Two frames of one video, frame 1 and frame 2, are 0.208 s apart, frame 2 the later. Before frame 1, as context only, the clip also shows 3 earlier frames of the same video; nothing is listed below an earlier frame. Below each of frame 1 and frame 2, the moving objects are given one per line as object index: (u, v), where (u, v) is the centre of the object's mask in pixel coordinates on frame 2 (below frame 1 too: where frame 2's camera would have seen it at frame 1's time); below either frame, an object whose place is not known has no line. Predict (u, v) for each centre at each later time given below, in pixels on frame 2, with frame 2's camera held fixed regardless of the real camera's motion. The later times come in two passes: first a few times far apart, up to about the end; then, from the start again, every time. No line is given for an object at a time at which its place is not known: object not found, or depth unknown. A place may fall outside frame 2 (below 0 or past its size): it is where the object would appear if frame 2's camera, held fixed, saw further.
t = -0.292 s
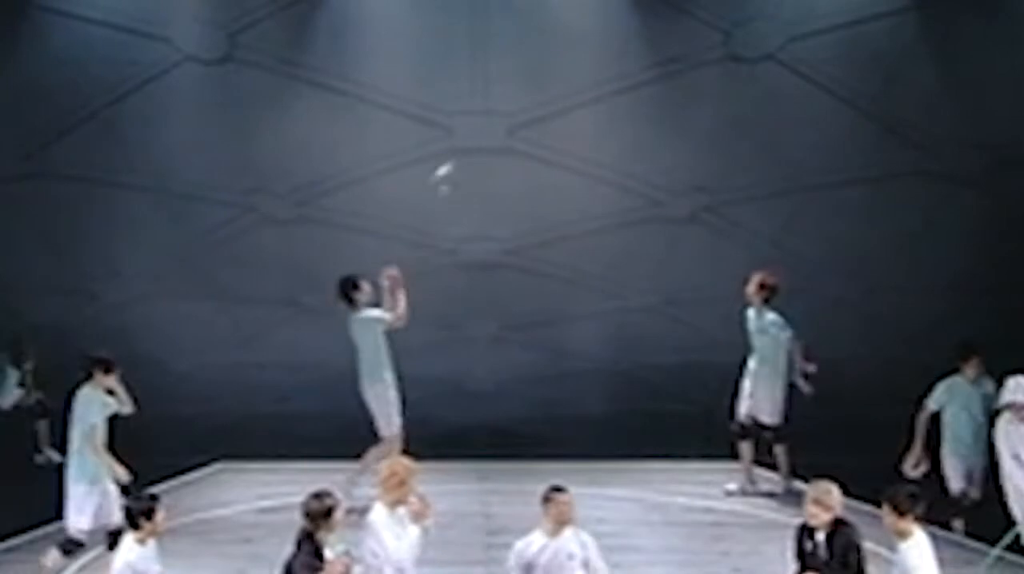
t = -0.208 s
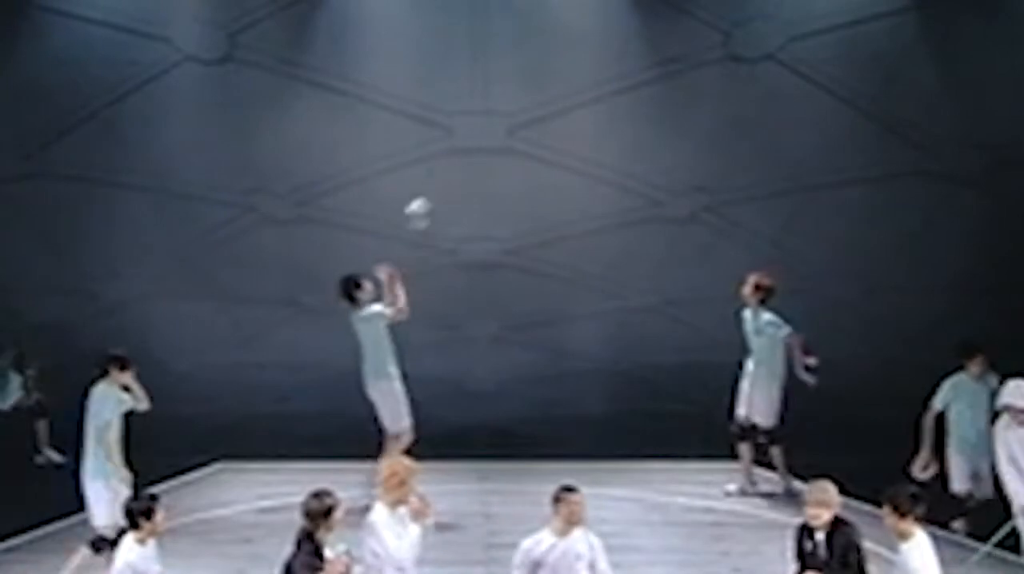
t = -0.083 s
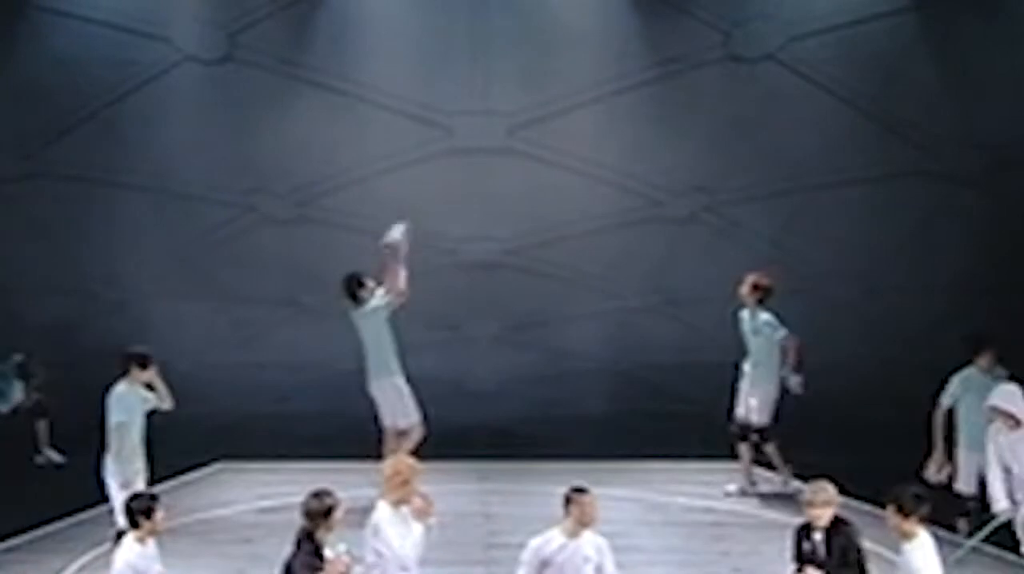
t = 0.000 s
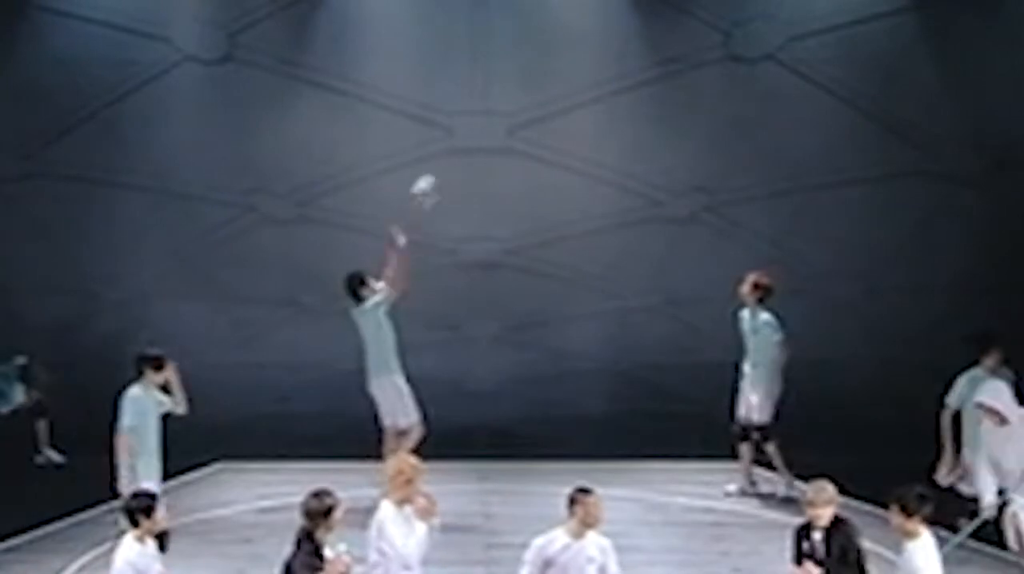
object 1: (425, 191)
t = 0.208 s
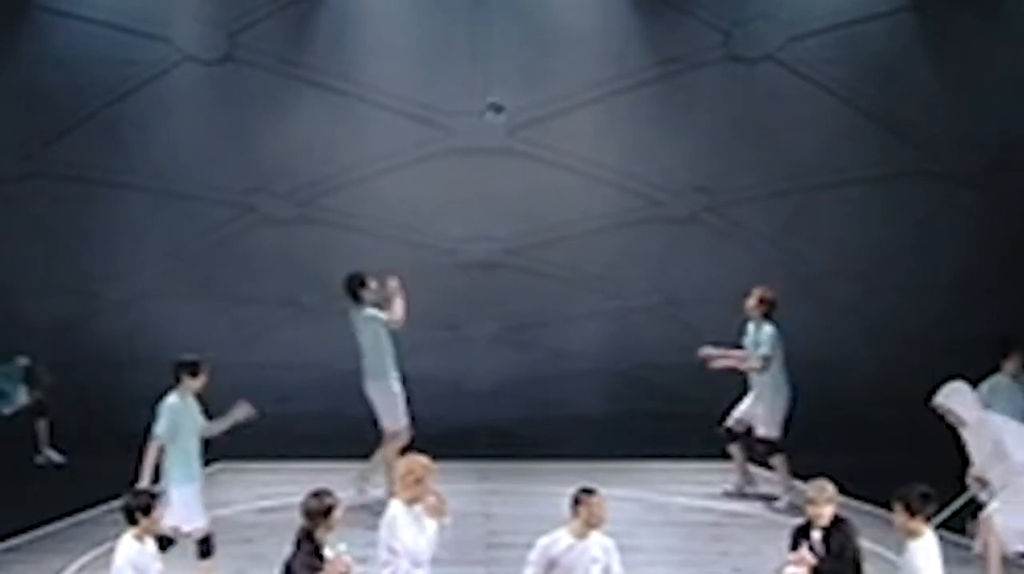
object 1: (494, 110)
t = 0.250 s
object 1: (509, 97)
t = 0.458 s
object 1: (575, 74)
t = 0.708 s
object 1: (655, 119)
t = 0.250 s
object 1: (509, 97)
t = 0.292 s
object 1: (523, 88)
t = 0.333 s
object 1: (537, 81)
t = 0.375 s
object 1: (550, 77)
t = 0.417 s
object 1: (562, 74)
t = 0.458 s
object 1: (575, 74)
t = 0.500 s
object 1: (588, 76)
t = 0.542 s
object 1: (602, 81)
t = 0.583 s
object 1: (615, 88)
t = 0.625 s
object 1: (628, 96)
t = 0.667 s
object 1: (641, 107)
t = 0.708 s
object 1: (655, 119)
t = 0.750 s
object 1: (668, 132)
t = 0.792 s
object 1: (680, 147)
